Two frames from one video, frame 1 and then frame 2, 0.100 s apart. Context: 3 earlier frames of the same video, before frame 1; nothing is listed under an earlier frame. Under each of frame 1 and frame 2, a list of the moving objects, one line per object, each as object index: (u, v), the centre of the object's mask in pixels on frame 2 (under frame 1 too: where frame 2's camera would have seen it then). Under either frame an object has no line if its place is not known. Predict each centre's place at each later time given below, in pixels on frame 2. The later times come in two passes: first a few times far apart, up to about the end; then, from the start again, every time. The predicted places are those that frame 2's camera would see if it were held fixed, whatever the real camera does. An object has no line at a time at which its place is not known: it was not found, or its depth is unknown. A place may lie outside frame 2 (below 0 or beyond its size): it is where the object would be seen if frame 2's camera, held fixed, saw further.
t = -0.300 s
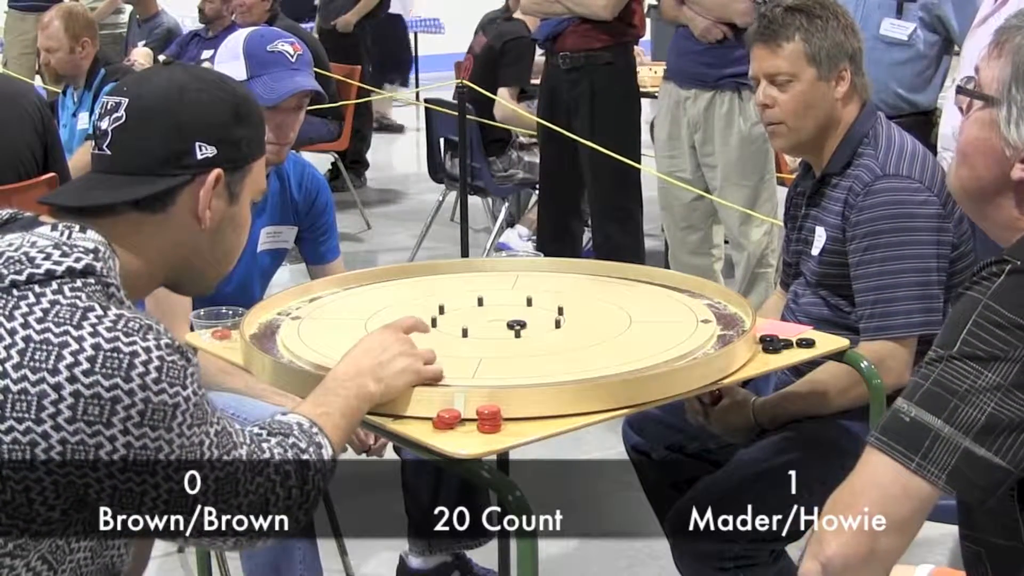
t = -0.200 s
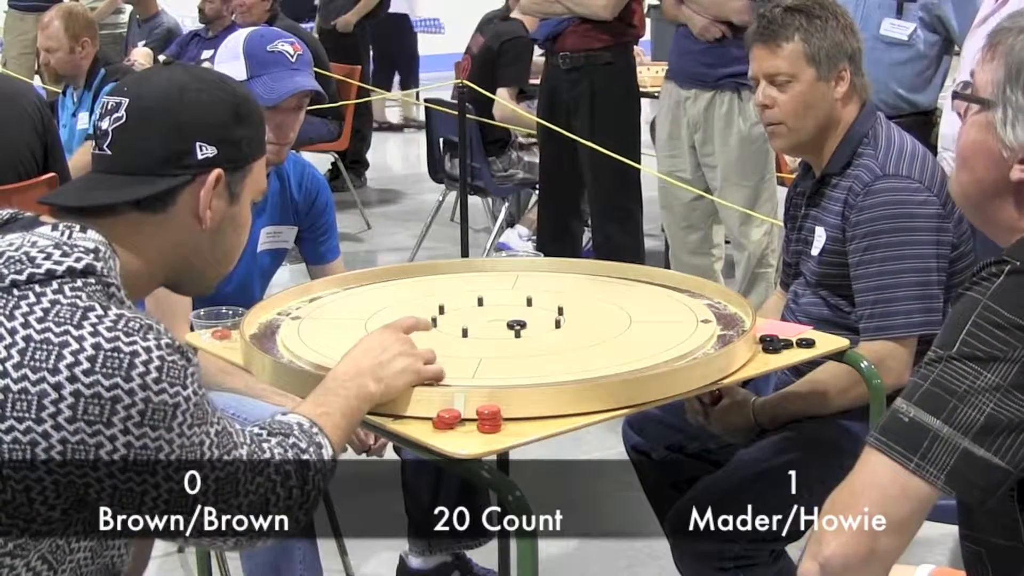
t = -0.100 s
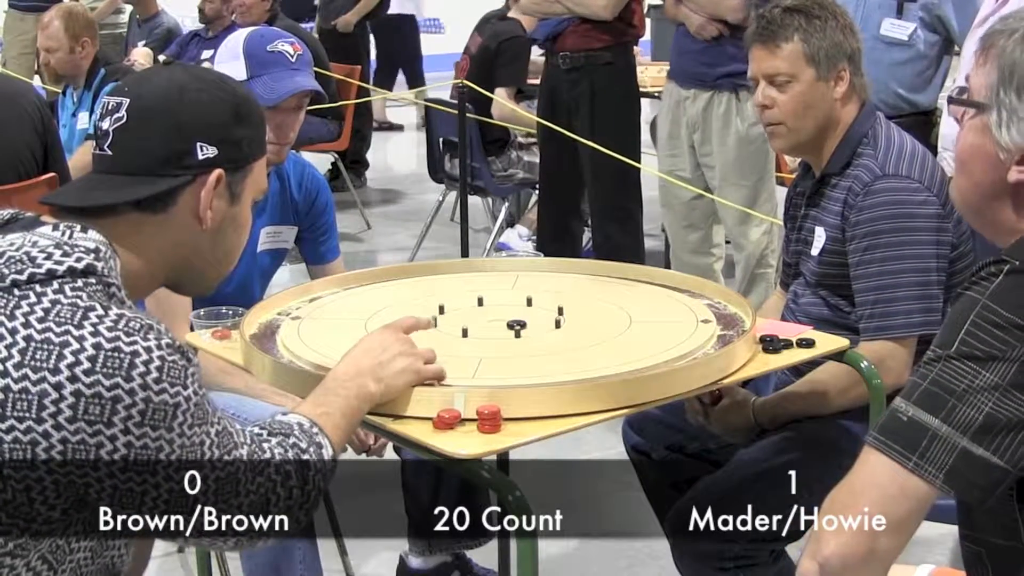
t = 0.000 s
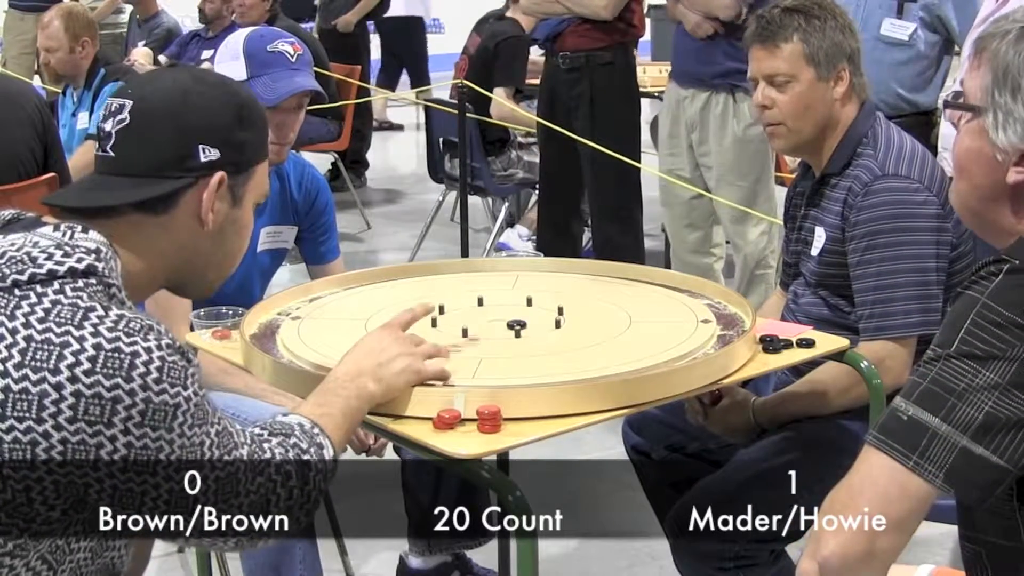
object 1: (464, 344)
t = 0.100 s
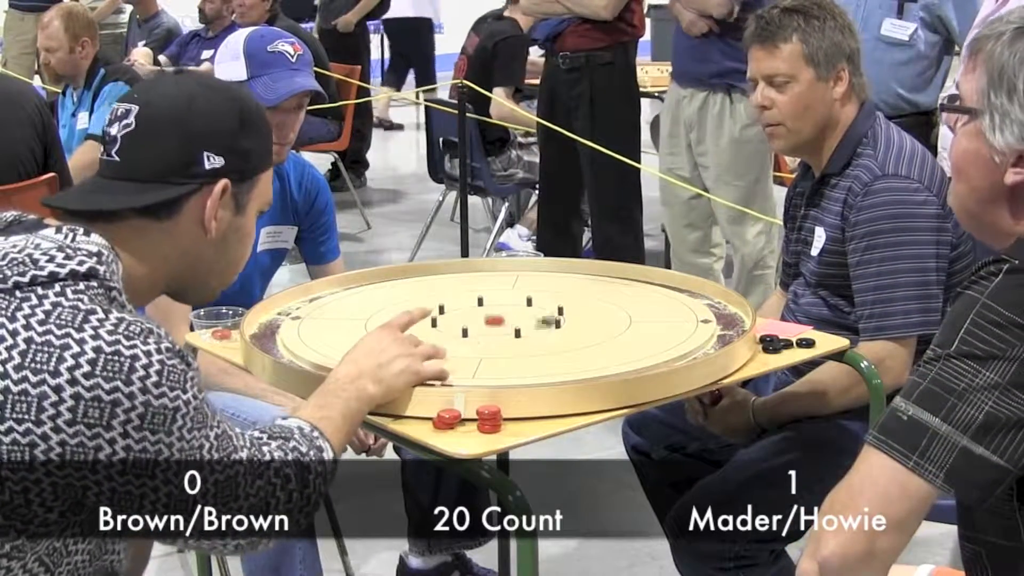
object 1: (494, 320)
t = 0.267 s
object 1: (490, 307)
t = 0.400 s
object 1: (500, 305)
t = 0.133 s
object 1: (491, 315)
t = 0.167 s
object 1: (490, 311)
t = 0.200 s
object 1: (490, 311)
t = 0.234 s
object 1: (489, 308)
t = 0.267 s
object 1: (490, 307)
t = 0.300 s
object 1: (490, 305)
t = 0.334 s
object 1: (506, 303)
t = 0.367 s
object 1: (513, 304)
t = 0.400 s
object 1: (500, 305)
